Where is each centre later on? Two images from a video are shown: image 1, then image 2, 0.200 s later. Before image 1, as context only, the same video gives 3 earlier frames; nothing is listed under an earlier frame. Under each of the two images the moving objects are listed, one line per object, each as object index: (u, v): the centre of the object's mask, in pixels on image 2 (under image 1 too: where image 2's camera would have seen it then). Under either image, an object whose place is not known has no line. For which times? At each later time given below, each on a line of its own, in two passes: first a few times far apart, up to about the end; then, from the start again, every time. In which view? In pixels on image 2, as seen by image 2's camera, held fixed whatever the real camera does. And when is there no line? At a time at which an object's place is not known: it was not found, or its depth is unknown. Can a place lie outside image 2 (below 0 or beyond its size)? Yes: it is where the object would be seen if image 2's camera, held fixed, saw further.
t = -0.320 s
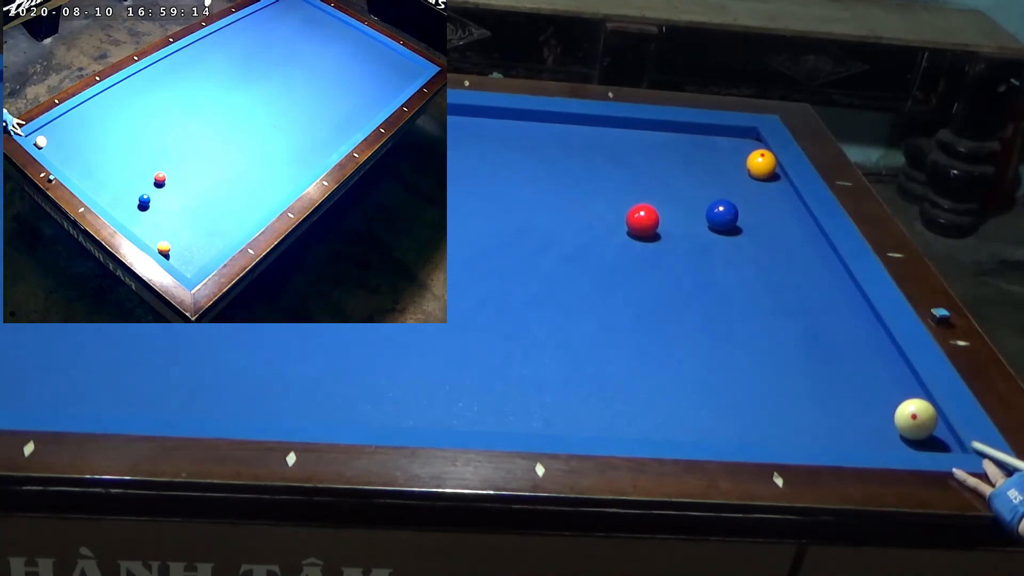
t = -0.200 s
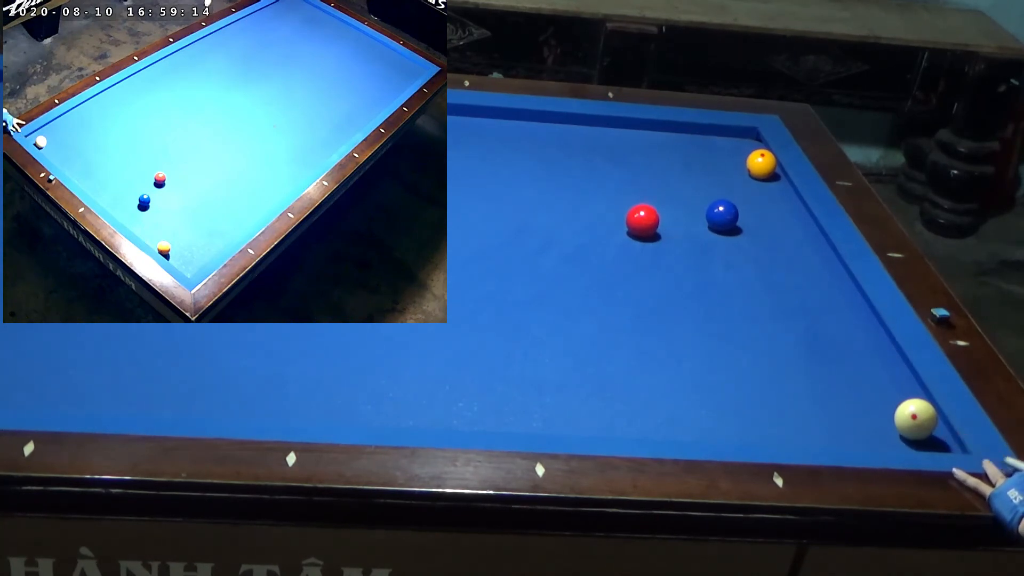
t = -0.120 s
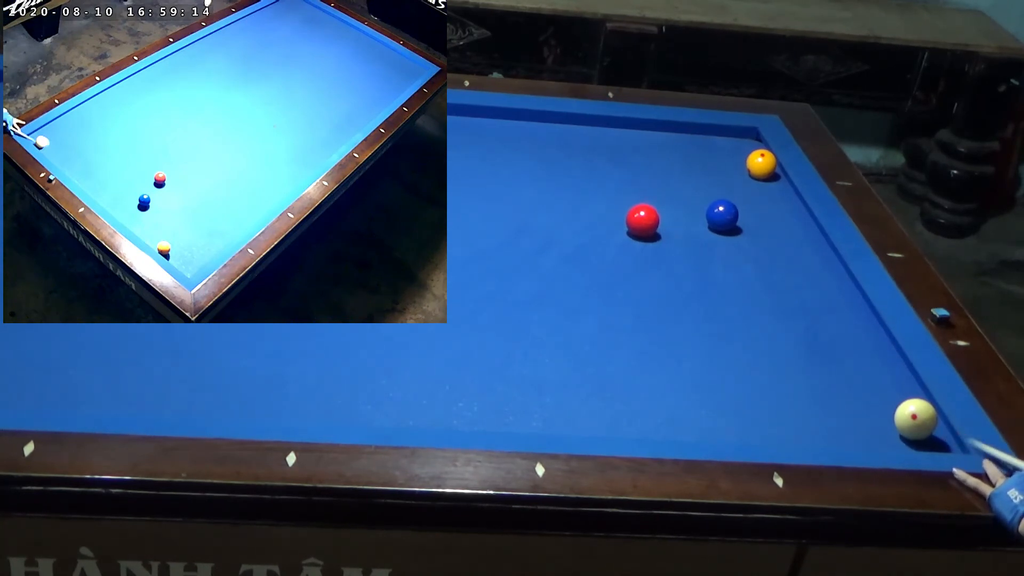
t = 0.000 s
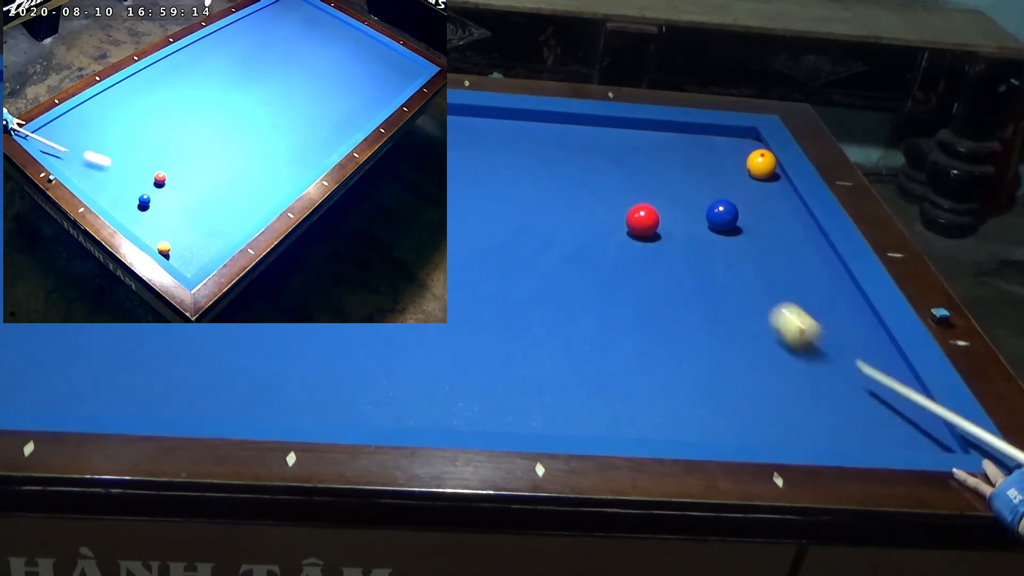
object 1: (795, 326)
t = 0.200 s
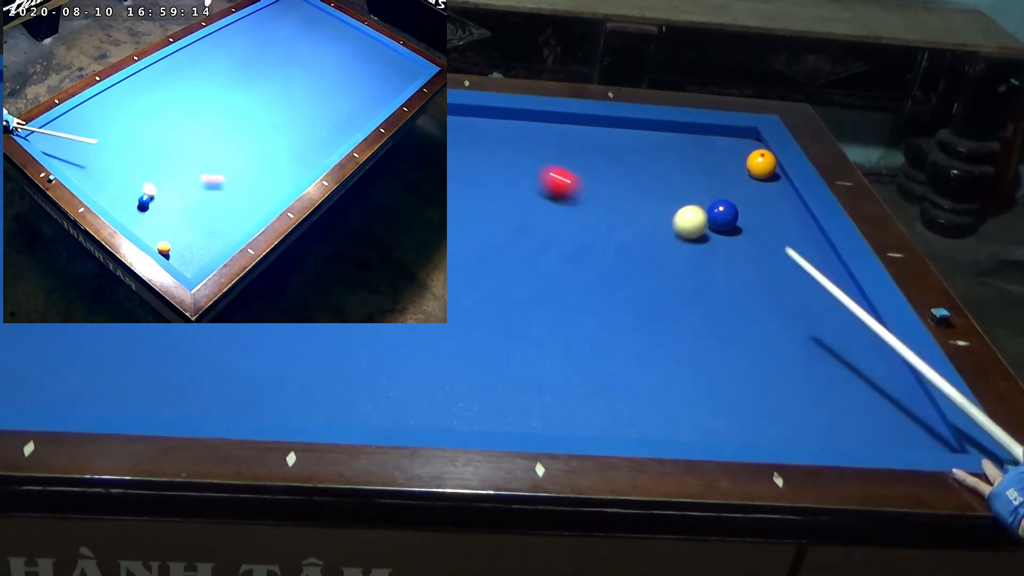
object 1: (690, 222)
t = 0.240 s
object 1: (694, 217)
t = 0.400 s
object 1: (687, 202)
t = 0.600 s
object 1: (683, 184)
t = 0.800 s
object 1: (678, 167)
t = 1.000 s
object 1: (674, 151)
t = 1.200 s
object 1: (670, 136)
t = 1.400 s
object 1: (674, 130)
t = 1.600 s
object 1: (693, 138)
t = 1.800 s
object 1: (712, 145)
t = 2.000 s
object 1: (731, 153)
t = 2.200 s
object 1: (737, 156)
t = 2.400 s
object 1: (736, 158)
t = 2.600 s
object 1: (735, 159)
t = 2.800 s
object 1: (734, 159)
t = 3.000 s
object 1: (733, 159)
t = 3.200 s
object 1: (733, 159)
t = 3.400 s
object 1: (733, 159)
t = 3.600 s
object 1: (733, 159)
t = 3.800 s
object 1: (733, 160)
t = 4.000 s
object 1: (733, 159)
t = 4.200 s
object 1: (733, 159)
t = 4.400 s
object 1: (733, 159)
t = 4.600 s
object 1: (733, 159)
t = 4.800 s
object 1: (733, 159)
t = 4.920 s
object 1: (733, 159)
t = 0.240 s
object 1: (694, 217)
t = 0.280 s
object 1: (691, 214)
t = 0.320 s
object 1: (689, 210)
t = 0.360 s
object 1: (688, 206)
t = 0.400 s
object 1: (687, 202)
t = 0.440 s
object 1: (686, 198)
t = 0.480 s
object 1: (685, 194)
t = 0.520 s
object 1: (684, 191)
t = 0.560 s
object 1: (683, 187)
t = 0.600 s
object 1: (683, 184)
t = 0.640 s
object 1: (682, 180)
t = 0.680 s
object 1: (681, 176)
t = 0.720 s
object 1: (680, 173)
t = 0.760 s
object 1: (679, 170)
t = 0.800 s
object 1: (678, 167)
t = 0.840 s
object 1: (677, 163)
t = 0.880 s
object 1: (676, 160)
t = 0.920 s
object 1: (675, 157)
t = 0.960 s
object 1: (674, 154)
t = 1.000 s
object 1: (674, 151)
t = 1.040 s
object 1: (673, 148)
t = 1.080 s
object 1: (672, 145)
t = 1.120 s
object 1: (671, 142)
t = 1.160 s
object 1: (671, 139)
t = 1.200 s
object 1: (670, 136)
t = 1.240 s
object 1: (669, 133)
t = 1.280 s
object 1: (669, 131)
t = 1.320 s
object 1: (668, 128)
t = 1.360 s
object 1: (670, 128)
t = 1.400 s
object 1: (674, 130)
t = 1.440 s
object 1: (678, 131)
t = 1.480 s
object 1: (682, 133)
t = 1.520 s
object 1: (686, 135)
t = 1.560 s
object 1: (690, 136)
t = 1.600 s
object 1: (693, 138)
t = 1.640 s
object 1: (697, 139)
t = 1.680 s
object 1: (701, 141)
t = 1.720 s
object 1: (705, 142)
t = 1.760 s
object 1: (709, 144)
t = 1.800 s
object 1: (712, 145)
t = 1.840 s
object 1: (716, 147)
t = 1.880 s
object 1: (720, 148)
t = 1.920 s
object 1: (723, 150)
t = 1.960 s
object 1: (727, 151)
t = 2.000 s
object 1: (731, 153)
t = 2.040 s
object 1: (734, 154)
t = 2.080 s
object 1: (735, 155)
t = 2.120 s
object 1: (736, 155)
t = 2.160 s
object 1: (736, 156)
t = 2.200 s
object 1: (737, 156)
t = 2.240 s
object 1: (737, 157)
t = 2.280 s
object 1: (737, 157)
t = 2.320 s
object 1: (737, 158)
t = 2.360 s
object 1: (737, 158)
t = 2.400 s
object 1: (736, 158)
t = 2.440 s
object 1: (736, 158)
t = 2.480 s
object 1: (736, 159)
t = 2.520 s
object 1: (736, 158)
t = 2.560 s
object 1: (735, 159)
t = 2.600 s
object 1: (735, 159)
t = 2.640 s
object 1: (735, 159)
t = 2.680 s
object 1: (734, 159)
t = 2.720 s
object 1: (734, 159)
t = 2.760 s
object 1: (734, 159)
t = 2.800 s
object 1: (734, 159)
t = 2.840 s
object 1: (734, 159)
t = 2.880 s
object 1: (733, 159)
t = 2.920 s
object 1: (733, 159)
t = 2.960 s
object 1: (733, 159)
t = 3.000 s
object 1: (733, 159)
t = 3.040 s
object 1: (733, 159)
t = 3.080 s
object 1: (733, 159)
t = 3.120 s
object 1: (733, 159)
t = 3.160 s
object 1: (733, 159)
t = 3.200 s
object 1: (733, 159)
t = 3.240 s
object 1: (733, 159)
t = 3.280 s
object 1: (733, 159)
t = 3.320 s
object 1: (733, 159)
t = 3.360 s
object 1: (733, 159)
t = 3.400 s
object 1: (733, 159)
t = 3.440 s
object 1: (733, 159)
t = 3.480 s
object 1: (733, 159)
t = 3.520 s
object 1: (733, 159)
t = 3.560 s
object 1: (733, 159)
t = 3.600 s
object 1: (733, 159)
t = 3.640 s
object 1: (733, 159)
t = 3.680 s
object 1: (733, 159)
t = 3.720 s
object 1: (733, 159)
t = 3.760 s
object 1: (733, 159)
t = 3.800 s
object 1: (733, 160)
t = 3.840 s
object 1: (733, 159)
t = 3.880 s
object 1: (733, 159)
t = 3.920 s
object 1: (733, 160)
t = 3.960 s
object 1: (733, 159)
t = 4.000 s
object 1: (733, 159)
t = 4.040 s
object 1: (733, 159)
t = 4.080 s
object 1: (733, 159)
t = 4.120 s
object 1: (733, 159)
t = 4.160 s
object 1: (733, 159)
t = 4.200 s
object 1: (733, 159)
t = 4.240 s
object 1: (733, 159)
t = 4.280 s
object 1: (733, 159)
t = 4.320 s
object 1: (733, 159)
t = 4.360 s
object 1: (733, 159)
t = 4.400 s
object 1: (733, 159)
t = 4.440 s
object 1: (733, 159)
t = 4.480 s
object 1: (733, 159)
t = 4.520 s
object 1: (733, 159)
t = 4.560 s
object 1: (733, 159)
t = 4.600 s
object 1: (733, 159)
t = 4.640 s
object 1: (733, 159)
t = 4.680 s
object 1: (733, 159)
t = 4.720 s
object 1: (733, 160)
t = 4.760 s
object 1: (733, 159)
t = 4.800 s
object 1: (733, 159)
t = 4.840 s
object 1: (733, 159)
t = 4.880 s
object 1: (733, 159)
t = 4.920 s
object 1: (733, 159)
